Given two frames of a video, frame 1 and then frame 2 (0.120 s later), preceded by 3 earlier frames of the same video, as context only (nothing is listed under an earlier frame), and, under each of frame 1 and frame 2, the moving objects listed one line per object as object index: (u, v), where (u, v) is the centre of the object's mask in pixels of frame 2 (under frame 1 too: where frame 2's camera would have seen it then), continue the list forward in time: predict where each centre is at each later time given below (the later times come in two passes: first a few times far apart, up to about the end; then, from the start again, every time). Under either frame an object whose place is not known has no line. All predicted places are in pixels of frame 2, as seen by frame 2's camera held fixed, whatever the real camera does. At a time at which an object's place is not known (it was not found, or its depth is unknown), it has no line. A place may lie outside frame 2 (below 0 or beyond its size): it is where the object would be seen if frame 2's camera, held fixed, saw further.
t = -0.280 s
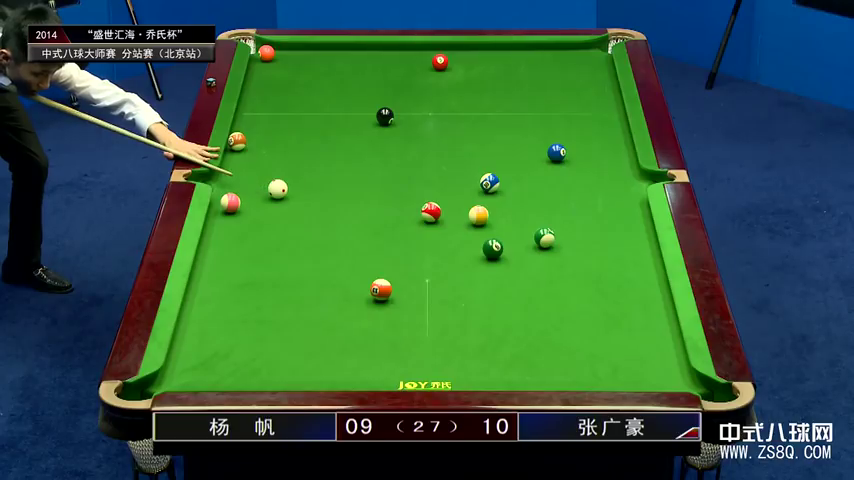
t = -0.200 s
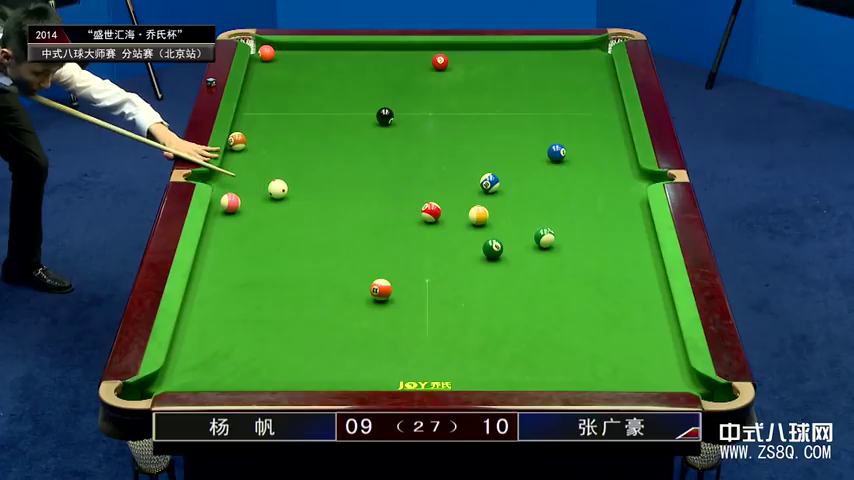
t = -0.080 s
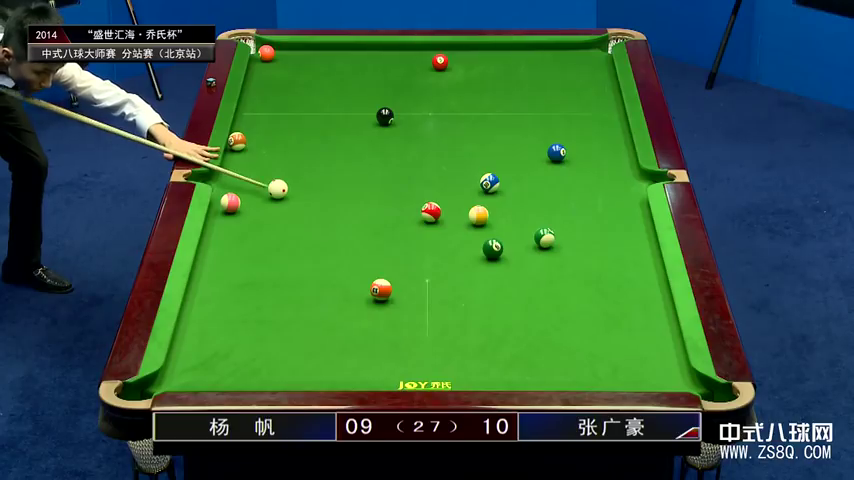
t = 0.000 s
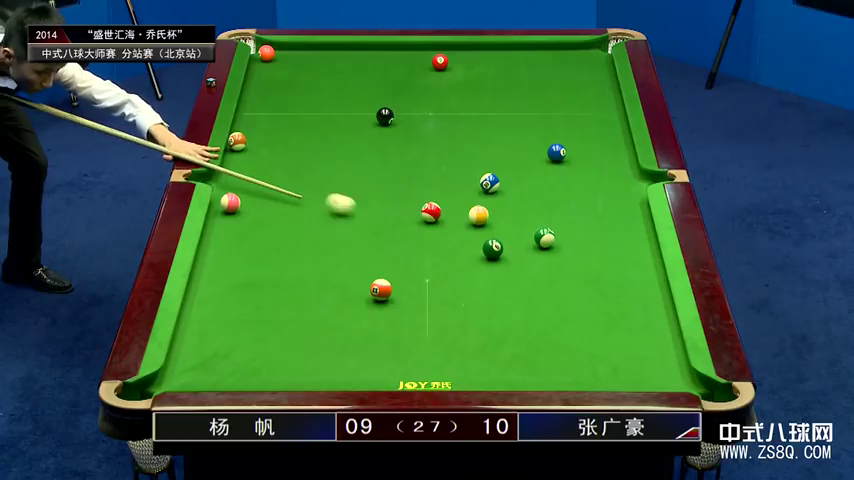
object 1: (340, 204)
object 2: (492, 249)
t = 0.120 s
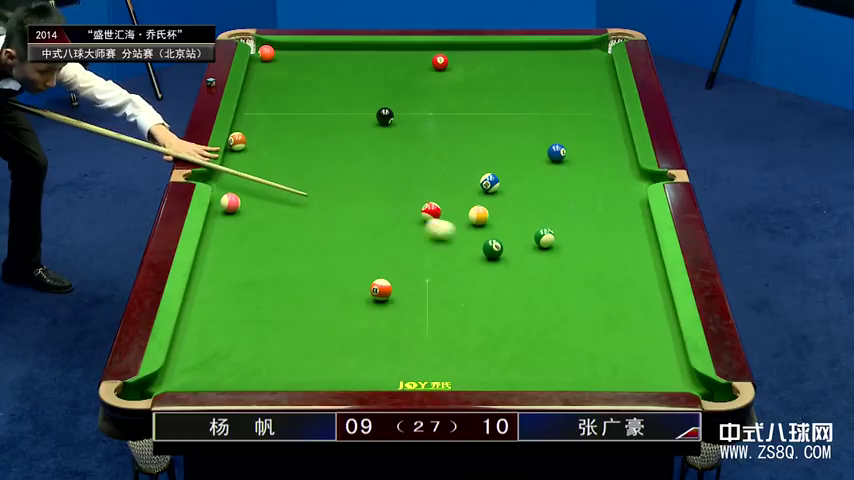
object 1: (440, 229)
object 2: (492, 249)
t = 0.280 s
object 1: (524, 234)
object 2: (532, 278)
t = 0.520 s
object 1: (553, 213)
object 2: (611, 335)
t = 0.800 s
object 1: (584, 193)
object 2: (717, 396)
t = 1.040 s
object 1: (609, 176)
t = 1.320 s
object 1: (622, 158)
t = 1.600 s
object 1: (601, 143)
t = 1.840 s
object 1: (584, 130)
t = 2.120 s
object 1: (567, 117)
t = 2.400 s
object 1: (551, 105)
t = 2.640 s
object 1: (540, 96)
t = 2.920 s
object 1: (528, 85)
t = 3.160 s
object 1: (519, 77)
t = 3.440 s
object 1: (509, 69)
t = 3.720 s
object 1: (501, 62)
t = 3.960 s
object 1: (495, 57)
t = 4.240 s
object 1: (489, 51)
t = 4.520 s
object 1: (484, 47)
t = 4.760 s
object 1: (481, 47)
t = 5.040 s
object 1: (479, 49)
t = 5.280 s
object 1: (478, 50)
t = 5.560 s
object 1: (477, 51)
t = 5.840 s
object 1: (477, 51)
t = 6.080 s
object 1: (477, 51)
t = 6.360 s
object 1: (477, 51)
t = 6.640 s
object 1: (477, 51)
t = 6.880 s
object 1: (477, 51)
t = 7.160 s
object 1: (476, 51)
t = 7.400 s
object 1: (476, 51)
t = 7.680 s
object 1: (477, 51)
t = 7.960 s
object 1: (477, 51)
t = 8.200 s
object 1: (477, 51)
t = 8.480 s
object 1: (477, 51)
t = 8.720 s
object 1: (477, 51)
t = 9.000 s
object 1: (477, 51)
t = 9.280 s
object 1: (477, 51)
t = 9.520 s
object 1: (477, 51)
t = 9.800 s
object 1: (477, 51)
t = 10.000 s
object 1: (476, 51)
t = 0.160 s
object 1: (471, 237)
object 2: (493, 249)
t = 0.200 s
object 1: (494, 238)
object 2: (502, 256)
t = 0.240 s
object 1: (509, 236)
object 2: (517, 267)
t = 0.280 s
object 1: (524, 234)
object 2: (532, 278)
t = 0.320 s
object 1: (529, 230)
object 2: (546, 288)
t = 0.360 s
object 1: (534, 226)
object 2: (560, 298)
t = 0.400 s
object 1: (539, 223)
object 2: (573, 308)
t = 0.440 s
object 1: (544, 220)
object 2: (586, 317)
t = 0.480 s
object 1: (548, 217)
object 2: (600, 327)
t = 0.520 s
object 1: (553, 213)
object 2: (611, 335)
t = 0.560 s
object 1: (558, 210)
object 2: (625, 345)
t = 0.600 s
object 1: (562, 207)
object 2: (638, 355)
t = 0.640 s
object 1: (567, 204)
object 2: (652, 364)
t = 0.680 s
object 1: (571, 201)
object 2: (666, 372)
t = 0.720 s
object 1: (576, 198)
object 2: (682, 380)
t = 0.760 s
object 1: (580, 195)
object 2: (700, 388)
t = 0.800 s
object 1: (584, 193)
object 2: (717, 396)
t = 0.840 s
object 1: (588, 190)
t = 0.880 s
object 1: (592, 187)
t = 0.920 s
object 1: (597, 184)
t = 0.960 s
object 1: (601, 181)
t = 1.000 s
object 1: (605, 179)
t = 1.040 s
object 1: (609, 176)
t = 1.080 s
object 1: (613, 173)
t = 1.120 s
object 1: (617, 171)
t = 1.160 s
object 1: (621, 168)
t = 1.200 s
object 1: (625, 166)
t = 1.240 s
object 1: (628, 163)
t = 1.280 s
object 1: (626, 161)
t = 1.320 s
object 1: (622, 158)
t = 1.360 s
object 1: (619, 156)
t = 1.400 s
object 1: (616, 154)
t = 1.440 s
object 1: (613, 152)
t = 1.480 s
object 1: (610, 149)
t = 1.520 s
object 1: (607, 147)
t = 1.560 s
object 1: (604, 145)
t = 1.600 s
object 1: (601, 143)
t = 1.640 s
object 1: (598, 140)
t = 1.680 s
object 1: (595, 138)
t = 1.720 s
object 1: (592, 136)
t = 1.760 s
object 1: (590, 134)
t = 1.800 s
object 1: (587, 132)
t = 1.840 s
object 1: (584, 130)
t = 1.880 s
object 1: (582, 128)
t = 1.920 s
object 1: (579, 126)
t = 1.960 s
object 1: (577, 125)
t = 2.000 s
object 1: (574, 122)
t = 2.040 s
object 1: (572, 121)
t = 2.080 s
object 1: (569, 119)
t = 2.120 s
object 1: (567, 117)
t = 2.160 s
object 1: (564, 115)
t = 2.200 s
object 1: (562, 113)
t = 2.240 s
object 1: (560, 112)
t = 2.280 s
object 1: (558, 110)
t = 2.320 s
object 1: (556, 108)
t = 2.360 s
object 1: (554, 107)
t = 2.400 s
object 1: (551, 105)
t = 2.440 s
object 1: (549, 103)
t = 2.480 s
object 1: (547, 102)
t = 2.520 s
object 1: (545, 100)
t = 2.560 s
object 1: (543, 99)
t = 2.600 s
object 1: (542, 97)
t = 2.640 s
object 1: (540, 96)
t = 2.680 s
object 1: (538, 94)
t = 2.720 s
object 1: (536, 92)
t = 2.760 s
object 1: (534, 91)
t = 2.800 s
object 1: (533, 90)
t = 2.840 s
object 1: (531, 88)
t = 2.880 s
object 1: (529, 87)
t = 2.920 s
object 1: (528, 85)
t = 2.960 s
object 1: (526, 84)
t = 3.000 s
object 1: (525, 83)
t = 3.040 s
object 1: (523, 81)
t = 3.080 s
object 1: (521, 80)
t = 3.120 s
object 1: (520, 79)
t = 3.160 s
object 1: (519, 77)
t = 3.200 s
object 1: (517, 76)
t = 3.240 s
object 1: (516, 75)
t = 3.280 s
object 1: (514, 74)
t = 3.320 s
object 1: (513, 73)
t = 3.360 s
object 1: (512, 72)
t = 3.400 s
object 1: (511, 71)
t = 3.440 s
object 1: (509, 69)
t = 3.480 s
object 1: (508, 68)
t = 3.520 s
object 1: (507, 67)
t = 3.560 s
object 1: (506, 66)
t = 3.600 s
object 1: (504, 65)
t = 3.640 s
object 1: (504, 64)
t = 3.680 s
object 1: (502, 63)
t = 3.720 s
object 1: (501, 62)
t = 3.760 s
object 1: (500, 61)
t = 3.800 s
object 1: (499, 60)
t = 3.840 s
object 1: (498, 59)
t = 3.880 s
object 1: (497, 59)
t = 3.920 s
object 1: (496, 58)
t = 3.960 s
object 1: (495, 57)
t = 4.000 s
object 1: (494, 56)
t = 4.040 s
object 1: (493, 55)
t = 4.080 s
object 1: (492, 55)
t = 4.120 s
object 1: (492, 54)
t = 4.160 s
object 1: (491, 53)
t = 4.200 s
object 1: (490, 52)
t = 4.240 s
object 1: (489, 51)
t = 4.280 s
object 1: (488, 51)
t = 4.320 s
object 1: (488, 50)
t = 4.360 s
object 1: (487, 49)
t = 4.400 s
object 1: (486, 49)
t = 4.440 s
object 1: (485, 48)
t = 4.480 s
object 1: (485, 47)
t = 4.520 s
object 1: (484, 47)
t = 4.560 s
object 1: (483, 46)
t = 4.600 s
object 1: (482, 46)
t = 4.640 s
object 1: (482, 46)
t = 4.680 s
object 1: (481, 46)
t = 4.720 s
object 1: (481, 46)
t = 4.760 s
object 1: (481, 47)
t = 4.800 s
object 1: (481, 47)
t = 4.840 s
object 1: (480, 47)
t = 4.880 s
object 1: (480, 48)
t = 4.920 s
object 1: (480, 48)
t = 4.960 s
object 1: (479, 48)
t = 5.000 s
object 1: (479, 49)
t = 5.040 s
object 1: (479, 49)
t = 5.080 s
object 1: (478, 49)
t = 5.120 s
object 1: (478, 49)
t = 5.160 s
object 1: (478, 50)
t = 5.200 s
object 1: (478, 50)
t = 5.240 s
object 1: (478, 50)
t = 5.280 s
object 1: (478, 50)
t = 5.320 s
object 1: (478, 50)
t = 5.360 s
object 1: (477, 50)
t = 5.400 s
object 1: (477, 50)
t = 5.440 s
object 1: (477, 51)
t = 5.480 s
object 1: (477, 51)
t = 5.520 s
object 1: (477, 51)
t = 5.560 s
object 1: (477, 51)
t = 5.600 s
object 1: (477, 51)
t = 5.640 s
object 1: (477, 51)
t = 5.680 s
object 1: (477, 51)
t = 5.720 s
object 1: (477, 51)
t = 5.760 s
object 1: (477, 51)
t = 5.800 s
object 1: (476, 51)
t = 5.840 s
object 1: (477, 51)
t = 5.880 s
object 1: (477, 51)
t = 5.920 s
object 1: (477, 51)
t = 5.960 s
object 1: (477, 51)
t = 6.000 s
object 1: (477, 51)
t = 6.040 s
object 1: (477, 51)
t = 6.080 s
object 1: (477, 51)
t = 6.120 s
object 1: (477, 51)
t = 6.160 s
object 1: (477, 51)
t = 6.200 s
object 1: (477, 51)
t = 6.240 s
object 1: (477, 51)
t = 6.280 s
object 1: (477, 51)
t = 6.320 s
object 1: (477, 51)
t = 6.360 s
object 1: (477, 51)
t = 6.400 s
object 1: (477, 51)
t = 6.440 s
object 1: (477, 51)
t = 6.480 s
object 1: (477, 51)
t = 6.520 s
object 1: (476, 51)
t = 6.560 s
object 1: (476, 51)
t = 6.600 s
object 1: (476, 51)
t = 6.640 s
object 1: (477, 51)
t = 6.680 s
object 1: (477, 51)
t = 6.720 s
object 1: (476, 51)
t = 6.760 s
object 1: (476, 51)
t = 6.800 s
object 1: (477, 51)
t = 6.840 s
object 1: (477, 51)
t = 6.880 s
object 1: (477, 51)
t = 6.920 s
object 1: (477, 51)
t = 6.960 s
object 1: (477, 51)
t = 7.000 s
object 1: (476, 51)
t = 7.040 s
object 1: (476, 51)
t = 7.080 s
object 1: (476, 51)
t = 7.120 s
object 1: (476, 51)
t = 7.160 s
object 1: (476, 51)
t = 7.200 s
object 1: (476, 51)
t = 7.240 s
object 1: (476, 51)
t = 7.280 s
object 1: (476, 51)
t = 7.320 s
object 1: (476, 51)
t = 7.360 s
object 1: (476, 51)
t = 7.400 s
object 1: (476, 51)
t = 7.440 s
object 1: (477, 51)
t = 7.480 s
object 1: (476, 51)
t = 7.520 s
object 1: (477, 51)
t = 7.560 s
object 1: (477, 51)
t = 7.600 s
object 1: (477, 51)
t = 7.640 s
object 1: (477, 51)
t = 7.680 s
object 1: (477, 51)
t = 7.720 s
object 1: (477, 51)
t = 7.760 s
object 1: (477, 51)
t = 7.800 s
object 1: (477, 51)
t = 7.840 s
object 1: (477, 51)
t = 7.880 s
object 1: (477, 51)
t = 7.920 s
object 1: (477, 51)
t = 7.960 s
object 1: (477, 51)
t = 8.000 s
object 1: (477, 51)
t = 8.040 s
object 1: (477, 51)
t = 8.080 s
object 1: (477, 51)
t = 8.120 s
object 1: (477, 51)
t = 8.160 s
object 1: (477, 51)
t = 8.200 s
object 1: (477, 51)
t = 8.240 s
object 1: (477, 51)
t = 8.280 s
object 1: (477, 51)
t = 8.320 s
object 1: (477, 51)
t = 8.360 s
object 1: (477, 51)
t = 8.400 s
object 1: (477, 51)
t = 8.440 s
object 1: (477, 51)
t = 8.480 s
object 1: (477, 51)
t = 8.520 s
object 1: (477, 51)
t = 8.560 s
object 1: (477, 51)
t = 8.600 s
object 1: (477, 51)
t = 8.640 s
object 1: (477, 51)
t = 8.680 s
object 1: (477, 51)
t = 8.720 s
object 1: (477, 51)
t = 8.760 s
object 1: (477, 51)
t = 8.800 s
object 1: (477, 51)
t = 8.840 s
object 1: (477, 51)
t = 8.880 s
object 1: (477, 51)
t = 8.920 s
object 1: (477, 51)
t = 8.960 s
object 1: (477, 51)
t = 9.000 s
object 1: (477, 51)
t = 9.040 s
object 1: (477, 51)
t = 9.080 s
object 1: (477, 51)
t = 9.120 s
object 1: (477, 51)
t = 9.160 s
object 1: (477, 51)
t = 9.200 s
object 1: (477, 51)
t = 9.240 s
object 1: (477, 51)
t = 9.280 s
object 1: (477, 51)
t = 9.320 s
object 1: (477, 51)
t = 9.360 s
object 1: (477, 51)
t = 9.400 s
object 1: (477, 51)
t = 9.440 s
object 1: (477, 51)
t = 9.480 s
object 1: (477, 51)
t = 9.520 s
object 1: (477, 51)
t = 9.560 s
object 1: (477, 51)
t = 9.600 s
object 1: (477, 51)
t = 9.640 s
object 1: (477, 51)
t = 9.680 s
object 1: (477, 51)
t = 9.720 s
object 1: (477, 51)
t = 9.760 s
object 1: (477, 51)
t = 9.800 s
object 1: (477, 51)
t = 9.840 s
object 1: (477, 51)
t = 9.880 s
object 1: (476, 51)
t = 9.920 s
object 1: (477, 51)
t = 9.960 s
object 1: (476, 51)
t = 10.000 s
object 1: (476, 51)
